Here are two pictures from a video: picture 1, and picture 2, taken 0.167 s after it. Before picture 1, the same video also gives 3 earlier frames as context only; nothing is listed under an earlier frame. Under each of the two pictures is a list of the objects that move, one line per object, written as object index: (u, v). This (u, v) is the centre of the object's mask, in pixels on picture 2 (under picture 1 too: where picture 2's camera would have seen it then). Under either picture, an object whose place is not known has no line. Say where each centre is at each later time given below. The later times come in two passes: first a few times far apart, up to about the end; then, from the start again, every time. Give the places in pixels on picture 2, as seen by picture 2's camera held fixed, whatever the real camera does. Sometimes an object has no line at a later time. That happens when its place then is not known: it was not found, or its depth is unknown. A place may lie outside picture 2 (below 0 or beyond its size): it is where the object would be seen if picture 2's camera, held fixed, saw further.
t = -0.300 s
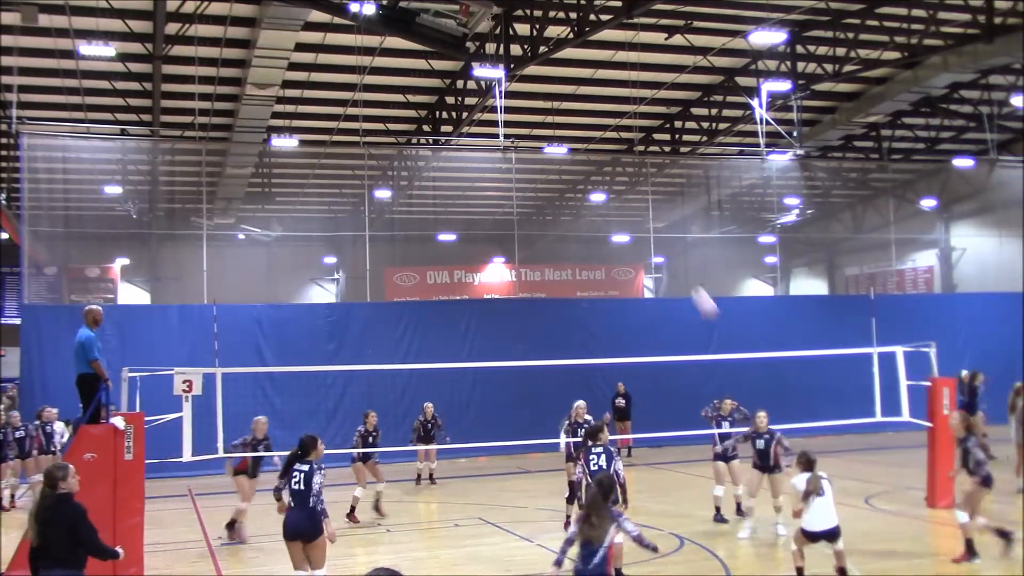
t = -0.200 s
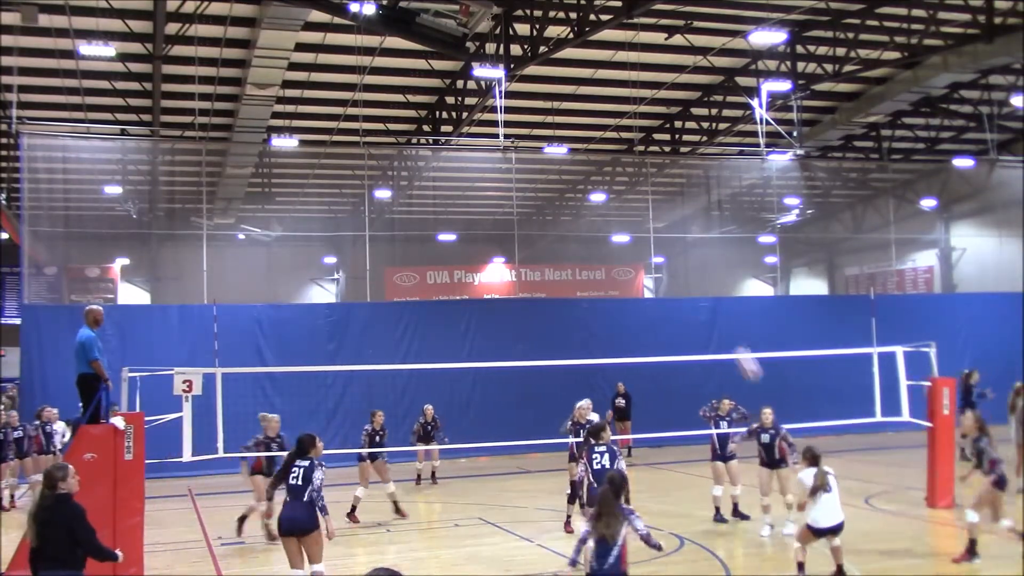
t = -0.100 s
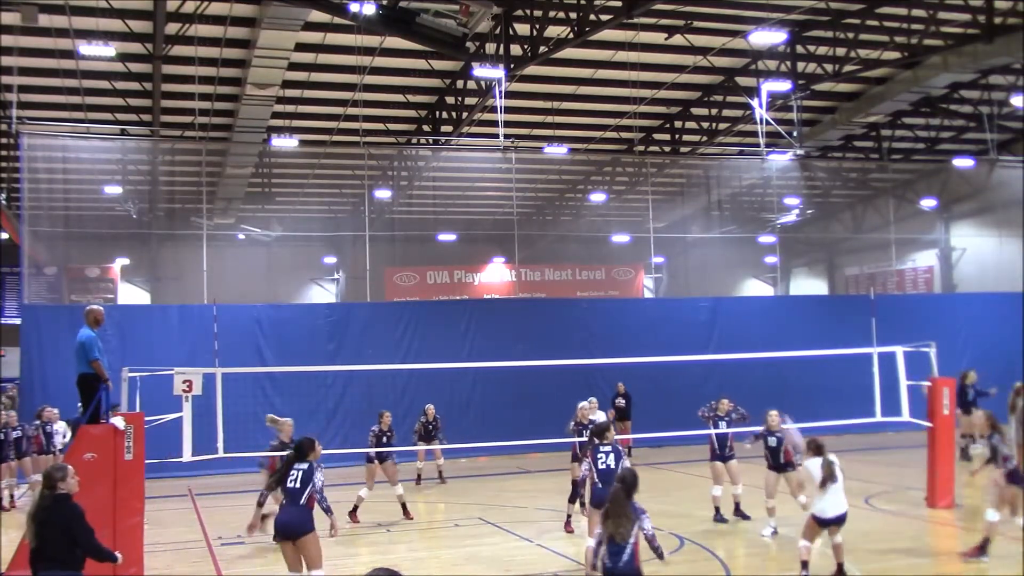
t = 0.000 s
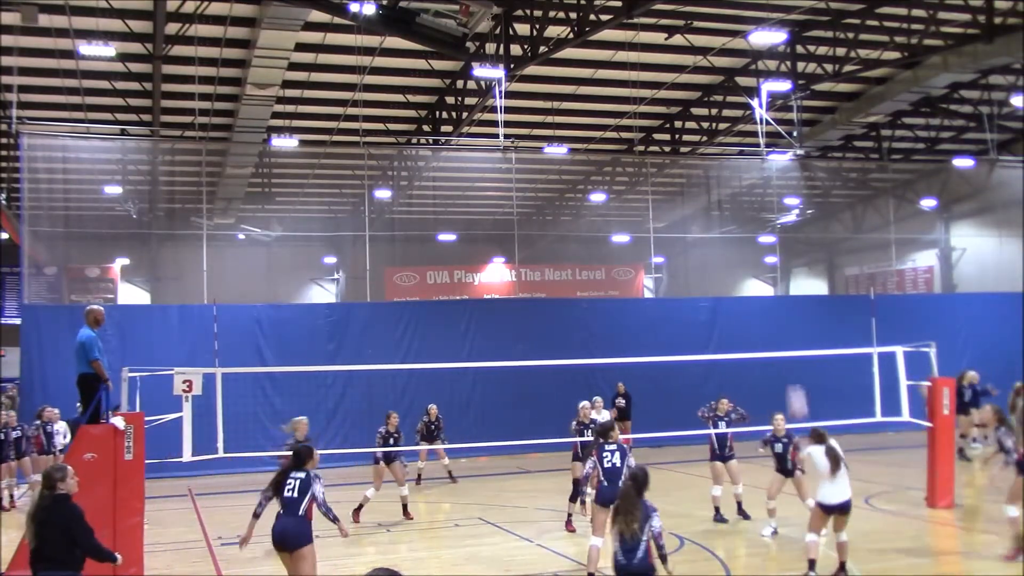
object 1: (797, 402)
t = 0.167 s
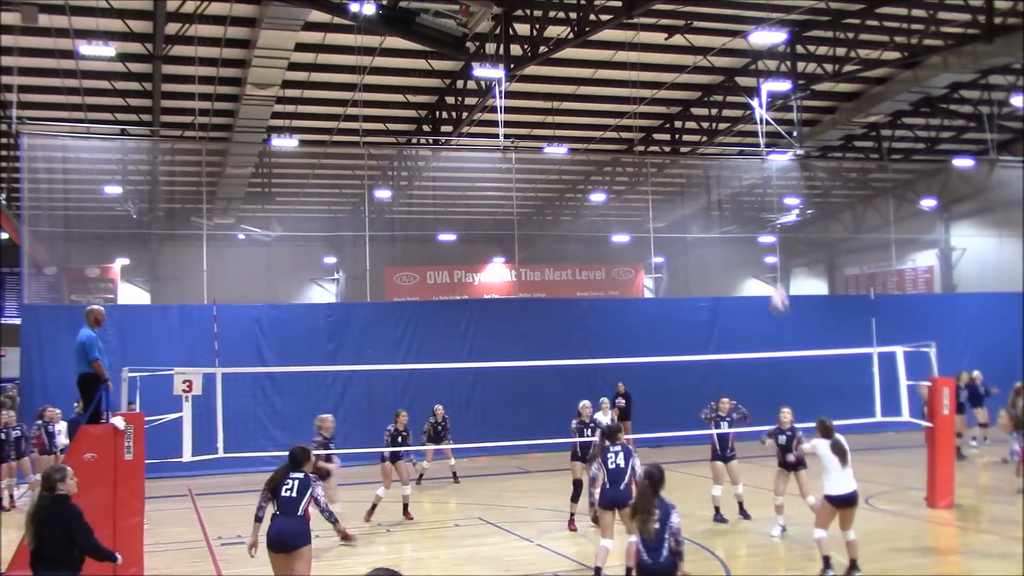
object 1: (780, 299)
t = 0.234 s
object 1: (771, 263)
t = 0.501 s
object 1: (747, 182)
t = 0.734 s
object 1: (733, 163)
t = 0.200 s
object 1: (775, 280)
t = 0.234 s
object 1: (771, 263)
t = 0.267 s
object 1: (768, 247)
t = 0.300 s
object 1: (765, 237)
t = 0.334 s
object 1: (761, 224)
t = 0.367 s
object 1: (758, 216)
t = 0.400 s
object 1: (756, 205)
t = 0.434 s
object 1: (753, 196)
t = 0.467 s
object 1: (750, 189)
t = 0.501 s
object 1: (747, 182)
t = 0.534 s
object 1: (745, 176)
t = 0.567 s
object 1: (742, 172)
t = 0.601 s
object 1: (740, 169)
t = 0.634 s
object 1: (738, 166)
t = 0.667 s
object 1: (736, 165)
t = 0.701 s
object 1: (735, 163)
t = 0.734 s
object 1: (733, 163)
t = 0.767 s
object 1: (731, 165)
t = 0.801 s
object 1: (730, 167)
